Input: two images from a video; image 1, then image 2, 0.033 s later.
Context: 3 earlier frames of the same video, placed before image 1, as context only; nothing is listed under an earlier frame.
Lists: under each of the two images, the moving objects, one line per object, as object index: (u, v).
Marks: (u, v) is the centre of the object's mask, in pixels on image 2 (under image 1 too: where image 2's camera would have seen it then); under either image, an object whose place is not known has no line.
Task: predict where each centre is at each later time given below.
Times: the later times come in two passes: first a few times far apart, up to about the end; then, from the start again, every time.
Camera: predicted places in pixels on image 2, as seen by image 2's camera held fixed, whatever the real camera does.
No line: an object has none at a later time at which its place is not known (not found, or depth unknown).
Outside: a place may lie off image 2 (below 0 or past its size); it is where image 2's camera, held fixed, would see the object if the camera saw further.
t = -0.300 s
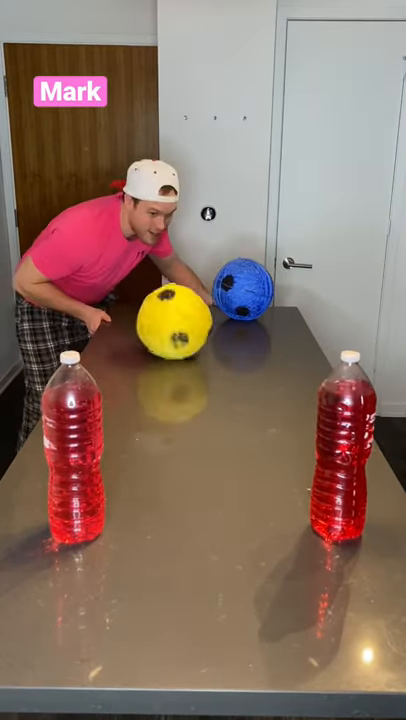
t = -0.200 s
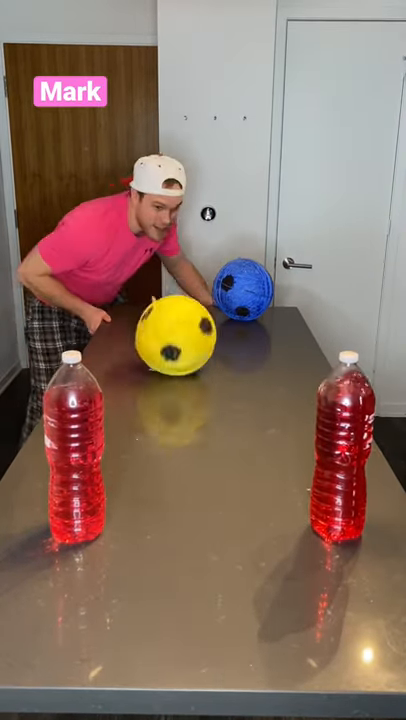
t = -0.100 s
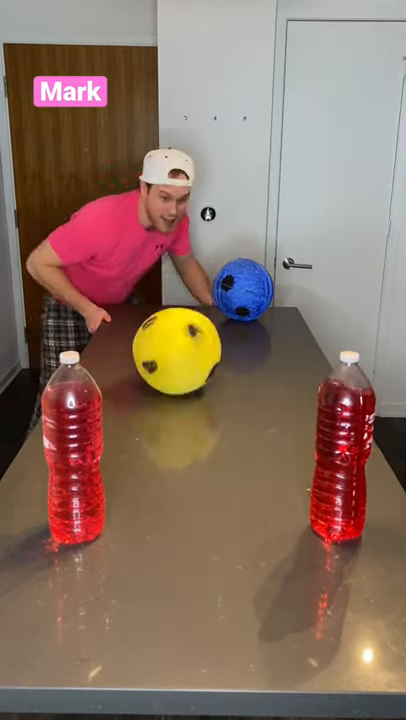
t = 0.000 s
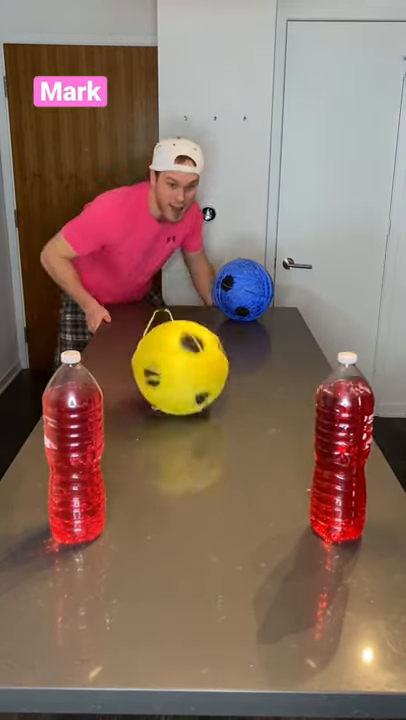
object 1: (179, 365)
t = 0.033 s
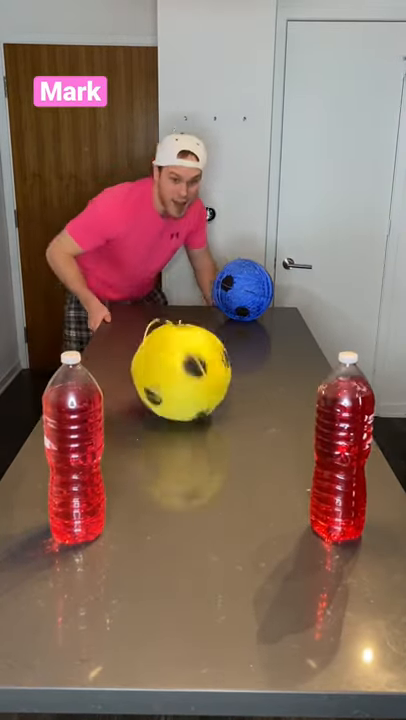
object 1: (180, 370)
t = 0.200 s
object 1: (188, 413)
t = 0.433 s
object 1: (210, 486)
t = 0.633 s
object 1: (243, 587)
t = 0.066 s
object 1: (182, 380)
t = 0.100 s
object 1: (184, 387)
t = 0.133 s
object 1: (185, 394)
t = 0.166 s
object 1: (187, 402)
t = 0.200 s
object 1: (188, 413)
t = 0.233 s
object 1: (190, 419)
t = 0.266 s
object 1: (193, 429)
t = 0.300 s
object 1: (196, 438)
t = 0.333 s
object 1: (199, 448)
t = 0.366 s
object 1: (202, 458)
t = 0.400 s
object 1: (205, 473)
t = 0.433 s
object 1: (210, 486)
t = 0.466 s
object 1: (214, 498)
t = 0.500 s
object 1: (218, 511)
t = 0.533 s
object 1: (223, 525)
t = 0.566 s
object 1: (228, 544)
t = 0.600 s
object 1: (236, 566)
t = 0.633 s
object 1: (243, 587)
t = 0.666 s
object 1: (250, 610)
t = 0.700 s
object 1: (260, 624)
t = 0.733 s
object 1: (269, 638)
